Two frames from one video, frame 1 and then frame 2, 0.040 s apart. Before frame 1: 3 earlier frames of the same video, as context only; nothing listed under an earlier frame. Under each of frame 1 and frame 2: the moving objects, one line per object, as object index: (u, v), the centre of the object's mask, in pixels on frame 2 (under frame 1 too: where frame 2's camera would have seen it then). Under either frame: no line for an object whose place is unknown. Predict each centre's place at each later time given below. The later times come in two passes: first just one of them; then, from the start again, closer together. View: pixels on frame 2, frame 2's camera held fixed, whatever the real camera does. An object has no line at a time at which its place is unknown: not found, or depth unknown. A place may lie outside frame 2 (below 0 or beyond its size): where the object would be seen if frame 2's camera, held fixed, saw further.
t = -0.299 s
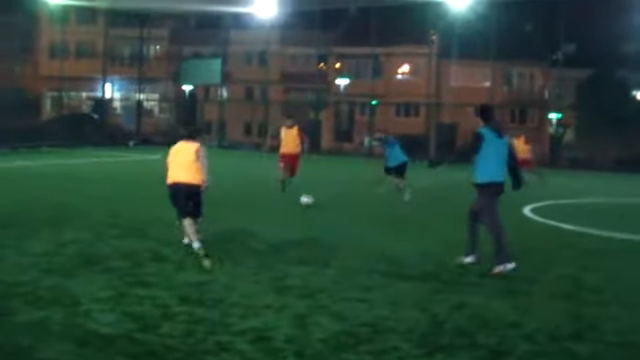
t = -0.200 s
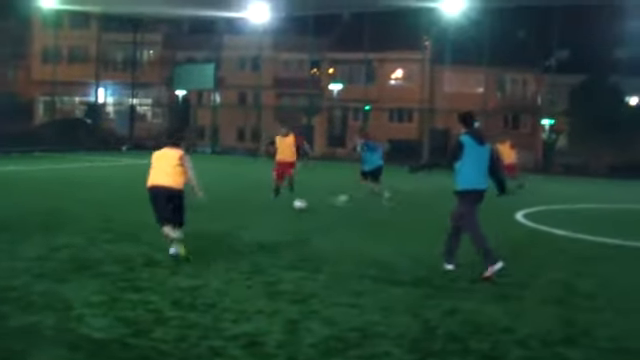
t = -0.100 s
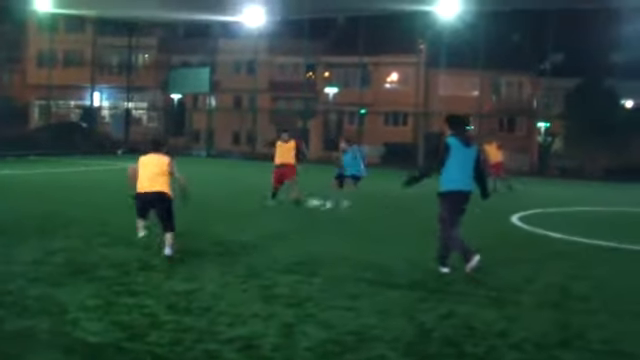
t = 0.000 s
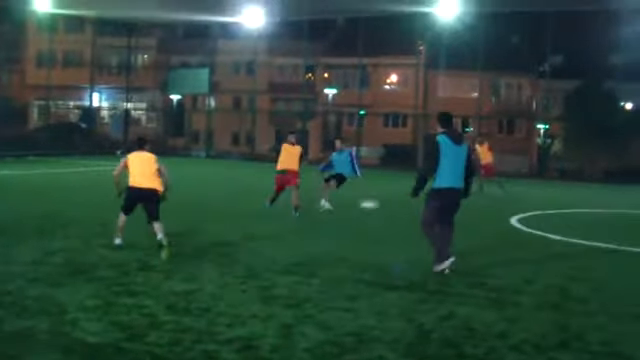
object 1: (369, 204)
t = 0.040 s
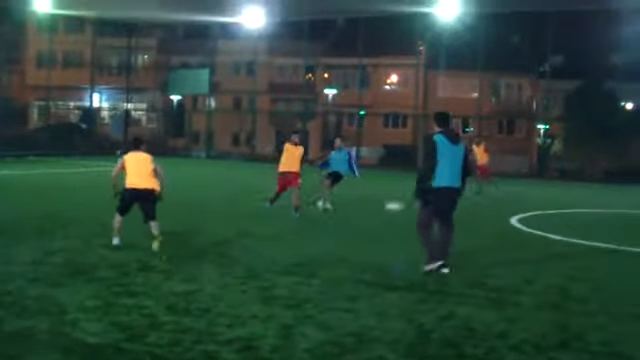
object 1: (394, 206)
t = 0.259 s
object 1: (559, 240)
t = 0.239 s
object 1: (543, 234)
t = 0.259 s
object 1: (559, 240)
